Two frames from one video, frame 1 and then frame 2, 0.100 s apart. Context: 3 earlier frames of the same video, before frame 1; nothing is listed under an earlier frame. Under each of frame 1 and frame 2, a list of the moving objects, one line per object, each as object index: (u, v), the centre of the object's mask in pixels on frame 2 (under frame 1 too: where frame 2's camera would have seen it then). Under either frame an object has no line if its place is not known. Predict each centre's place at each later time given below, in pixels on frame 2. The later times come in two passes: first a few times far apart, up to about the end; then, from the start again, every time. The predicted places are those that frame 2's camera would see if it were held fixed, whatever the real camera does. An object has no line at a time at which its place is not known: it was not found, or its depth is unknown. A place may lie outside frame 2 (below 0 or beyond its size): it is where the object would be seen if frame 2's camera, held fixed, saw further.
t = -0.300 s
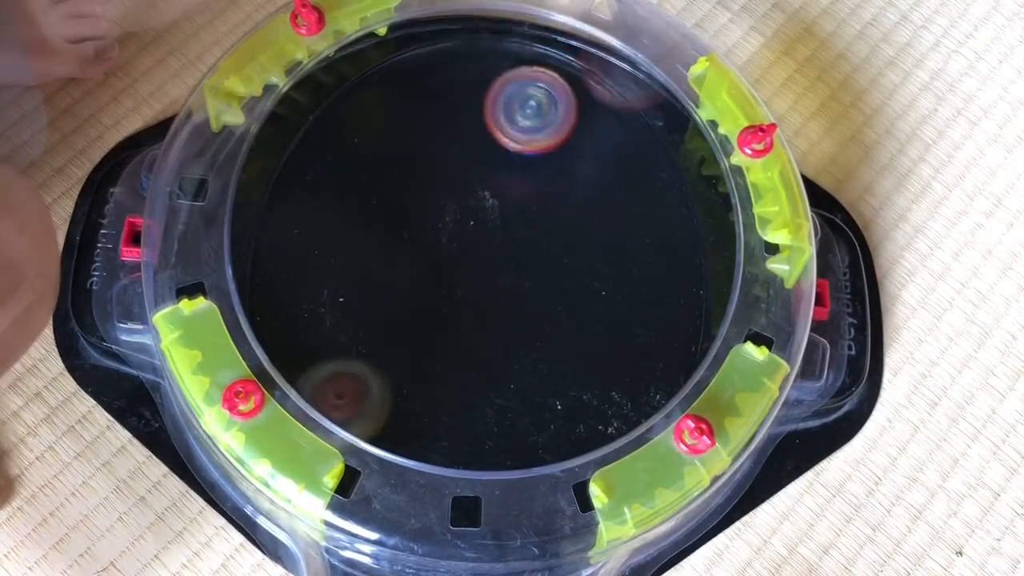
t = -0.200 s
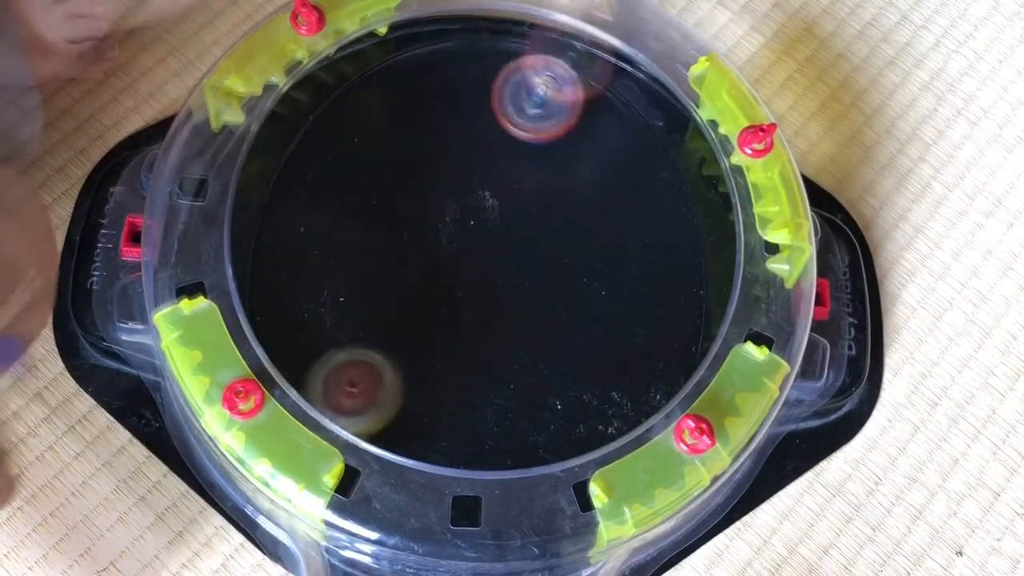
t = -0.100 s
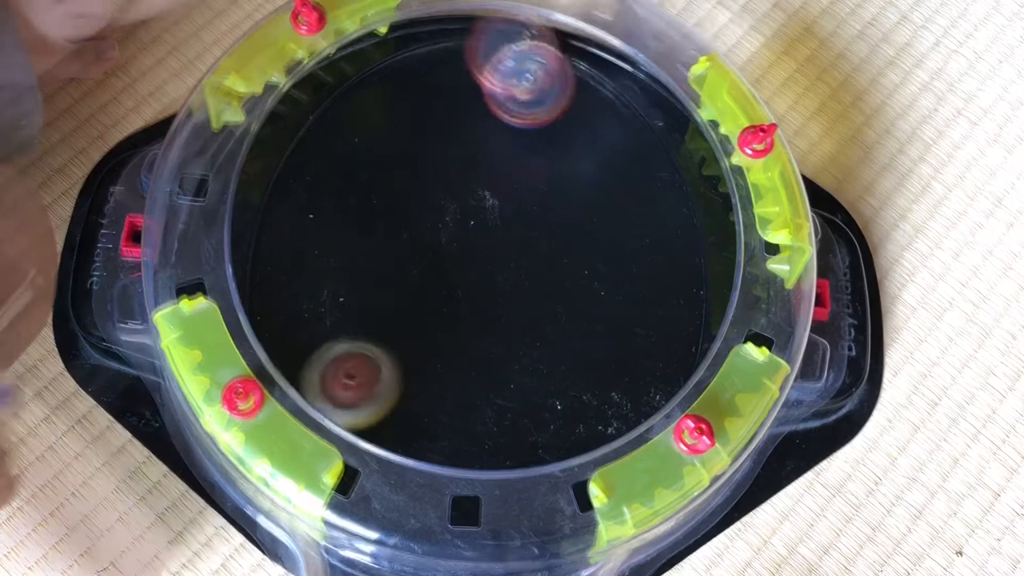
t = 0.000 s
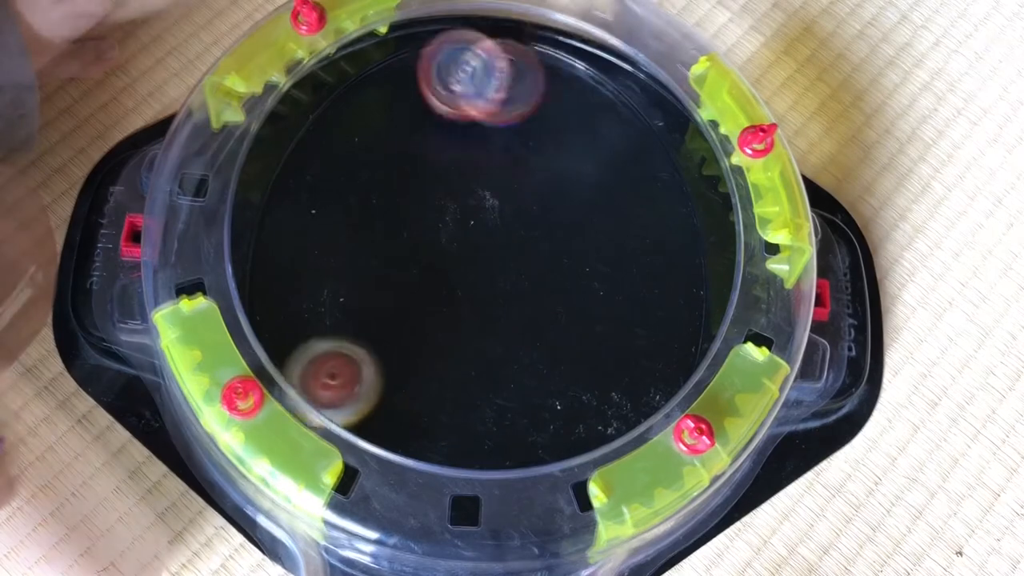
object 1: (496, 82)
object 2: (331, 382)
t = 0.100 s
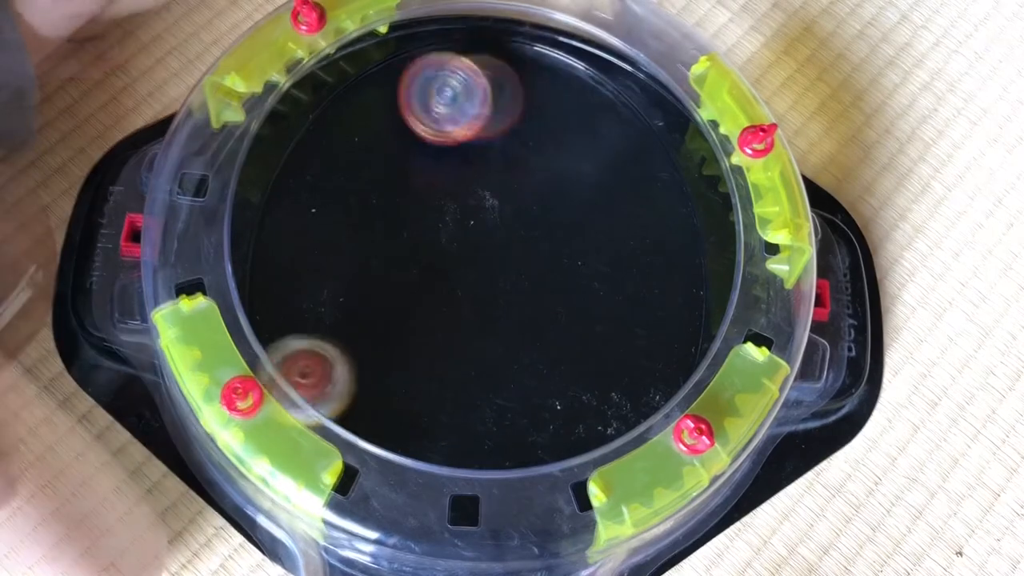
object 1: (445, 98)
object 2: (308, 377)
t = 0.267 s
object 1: (487, 123)
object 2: (288, 369)
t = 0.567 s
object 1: (521, 58)
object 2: (269, 299)
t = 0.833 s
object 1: (450, 159)
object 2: (318, 194)
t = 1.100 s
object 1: (598, 223)
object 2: (360, 86)
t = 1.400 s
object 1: (662, 164)
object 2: (456, 107)
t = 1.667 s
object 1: (590, 127)
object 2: (492, 56)
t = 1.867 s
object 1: (566, 145)
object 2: (449, 146)
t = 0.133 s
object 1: (458, 105)
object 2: (299, 375)
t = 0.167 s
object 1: (457, 111)
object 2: (292, 372)
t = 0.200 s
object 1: (462, 118)
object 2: (286, 371)
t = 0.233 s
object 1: (473, 121)
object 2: (286, 369)
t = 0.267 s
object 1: (487, 123)
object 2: (288, 369)
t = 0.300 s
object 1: (503, 121)
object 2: (289, 368)
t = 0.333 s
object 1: (518, 117)
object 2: (288, 362)
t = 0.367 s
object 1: (530, 111)
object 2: (285, 356)
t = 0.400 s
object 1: (540, 103)
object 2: (282, 348)
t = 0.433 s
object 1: (546, 93)
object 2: (280, 340)
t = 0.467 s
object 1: (548, 82)
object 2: (278, 333)
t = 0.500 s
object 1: (545, 71)
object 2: (275, 324)
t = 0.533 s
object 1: (536, 63)
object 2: (272, 312)
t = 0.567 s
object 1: (521, 58)
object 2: (269, 299)
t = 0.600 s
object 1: (503, 58)
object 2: (275, 283)
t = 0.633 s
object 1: (482, 63)
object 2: (277, 271)
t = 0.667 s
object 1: (465, 73)
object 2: (280, 259)
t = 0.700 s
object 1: (451, 87)
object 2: (285, 246)
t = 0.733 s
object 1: (443, 104)
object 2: (292, 234)
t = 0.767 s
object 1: (440, 122)
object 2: (300, 222)
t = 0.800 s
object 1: (443, 140)
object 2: (308, 209)
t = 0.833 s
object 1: (450, 159)
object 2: (318, 194)
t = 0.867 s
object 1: (462, 176)
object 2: (327, 178)
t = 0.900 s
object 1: (478, 191)
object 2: (334, 162)
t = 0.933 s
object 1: (496, 203)
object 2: (340, 145)
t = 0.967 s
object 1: (517, 212)
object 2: (346, 129)
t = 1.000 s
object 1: (539, 218)
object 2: (352, 115)
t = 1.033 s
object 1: (559, 222)
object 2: (357, 102)
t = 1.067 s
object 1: (579, 223)
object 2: (359, 93)
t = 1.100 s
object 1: (598, 223)
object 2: (360, 86)
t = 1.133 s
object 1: (614, 222)
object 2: (361, 85)
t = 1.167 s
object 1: (629, 219)
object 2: (367, 89)
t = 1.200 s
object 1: (643, 216)
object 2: (374, 94)
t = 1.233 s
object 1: (653, 212)
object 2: (381, 97)
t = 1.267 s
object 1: (662, 207)
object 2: (392, 98)
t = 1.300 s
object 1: (668, 200)
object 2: (405, 98)
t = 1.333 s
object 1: (670, 191)
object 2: (421, 100)
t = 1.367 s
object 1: (669, 179)
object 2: (439, 105)
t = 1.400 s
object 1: (662, 164)
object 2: (456, 107)
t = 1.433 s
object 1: (652, 150)
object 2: (474, 106)
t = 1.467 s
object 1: (640, 136)
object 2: (492, 102)
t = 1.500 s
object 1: (628, 126)
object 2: (508, 94)
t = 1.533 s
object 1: (617, 119)
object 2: (521, 83)
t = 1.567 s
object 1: (604, 113)
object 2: (528, 71)
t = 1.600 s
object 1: (597, 115)
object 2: (522, 57)
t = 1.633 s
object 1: (594, 121)
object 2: (510, 44)
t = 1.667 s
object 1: (590, 127)
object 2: (492, 56)
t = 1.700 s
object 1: (585, 131)
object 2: (477, 74)
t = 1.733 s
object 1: (580, 134)
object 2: (467, 92)
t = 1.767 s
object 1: (575, 136)
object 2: (460, 108)
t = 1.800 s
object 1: (568, 139)
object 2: (459, 125)
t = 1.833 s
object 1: (560, 141)
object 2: (463, 139)
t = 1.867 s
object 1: (566, 145)
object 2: (449, 146)
